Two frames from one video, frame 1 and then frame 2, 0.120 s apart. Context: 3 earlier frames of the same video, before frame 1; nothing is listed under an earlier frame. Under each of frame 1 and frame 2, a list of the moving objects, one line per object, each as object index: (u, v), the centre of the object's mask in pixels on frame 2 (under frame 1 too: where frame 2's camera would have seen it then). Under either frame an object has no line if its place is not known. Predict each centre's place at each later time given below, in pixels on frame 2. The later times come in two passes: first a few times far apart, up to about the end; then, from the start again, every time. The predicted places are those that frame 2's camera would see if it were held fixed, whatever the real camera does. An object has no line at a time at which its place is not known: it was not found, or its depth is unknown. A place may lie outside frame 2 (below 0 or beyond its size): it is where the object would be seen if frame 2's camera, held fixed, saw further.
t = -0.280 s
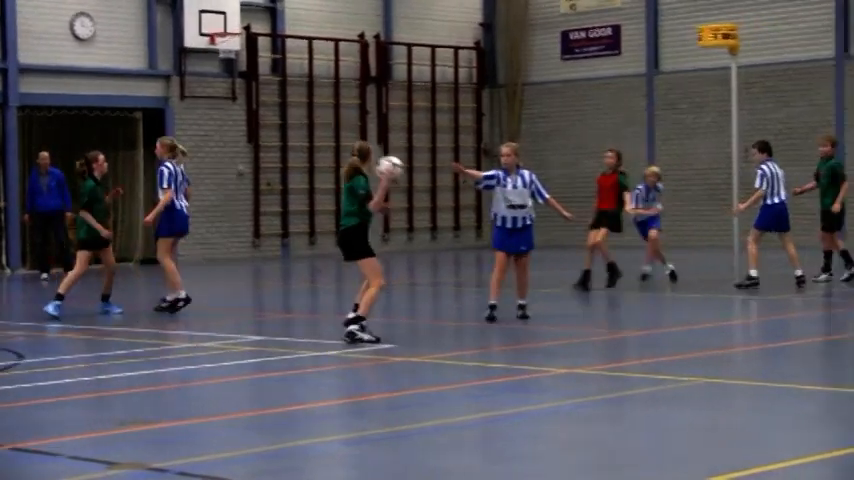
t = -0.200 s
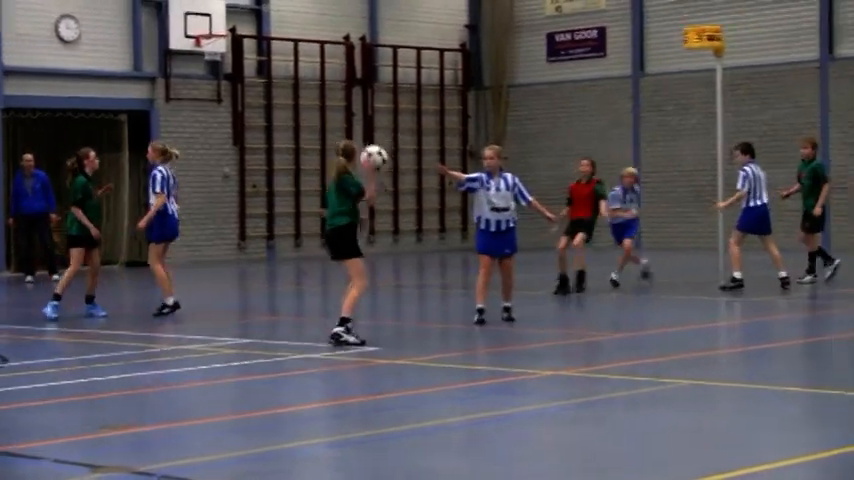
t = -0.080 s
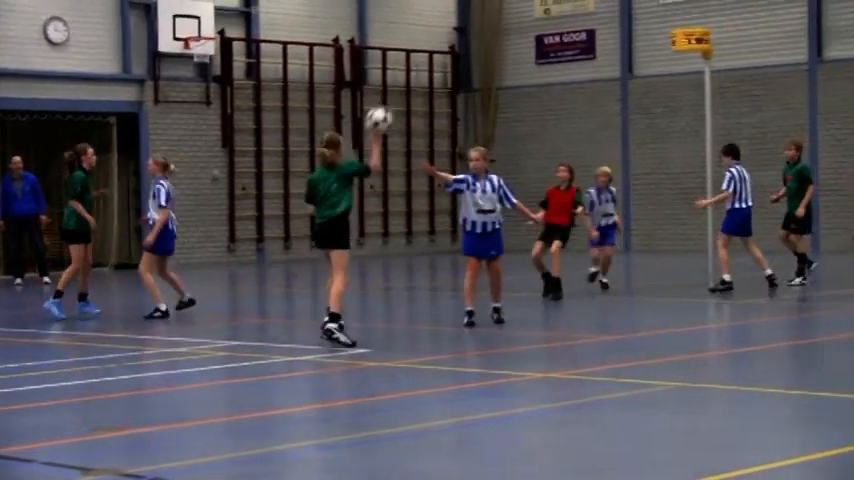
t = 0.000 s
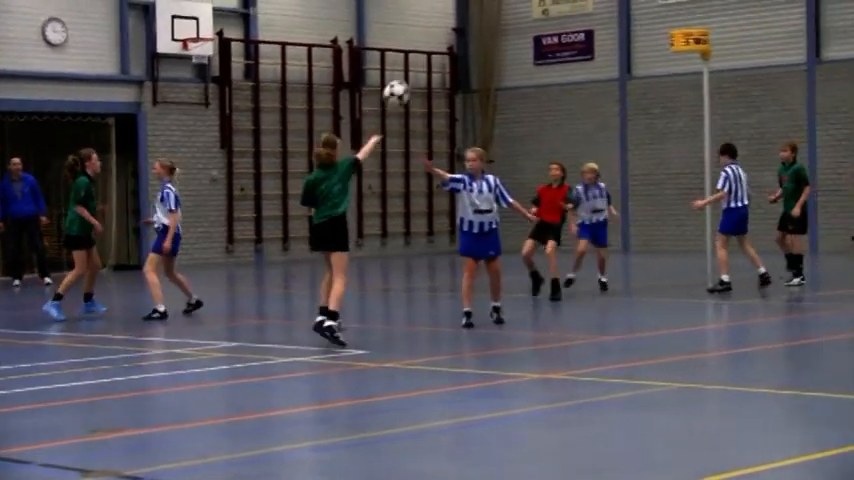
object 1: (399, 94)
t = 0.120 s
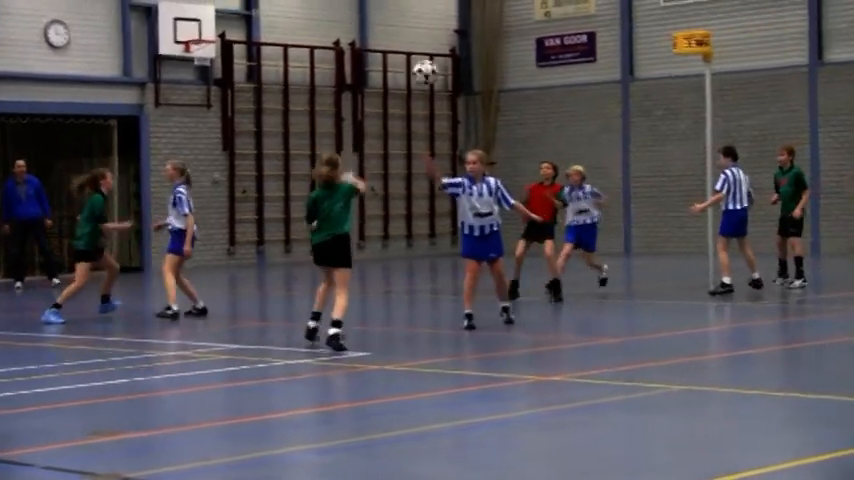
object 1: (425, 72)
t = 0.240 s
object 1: (451, 66)
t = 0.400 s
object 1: (480, 83)
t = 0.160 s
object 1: (433, 67)
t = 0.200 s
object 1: (442, 65)
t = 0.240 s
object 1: (451, 66)
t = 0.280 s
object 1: (458, 68)
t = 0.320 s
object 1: (466, 72)
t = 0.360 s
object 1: (473, 77)
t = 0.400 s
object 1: (480, 83)
